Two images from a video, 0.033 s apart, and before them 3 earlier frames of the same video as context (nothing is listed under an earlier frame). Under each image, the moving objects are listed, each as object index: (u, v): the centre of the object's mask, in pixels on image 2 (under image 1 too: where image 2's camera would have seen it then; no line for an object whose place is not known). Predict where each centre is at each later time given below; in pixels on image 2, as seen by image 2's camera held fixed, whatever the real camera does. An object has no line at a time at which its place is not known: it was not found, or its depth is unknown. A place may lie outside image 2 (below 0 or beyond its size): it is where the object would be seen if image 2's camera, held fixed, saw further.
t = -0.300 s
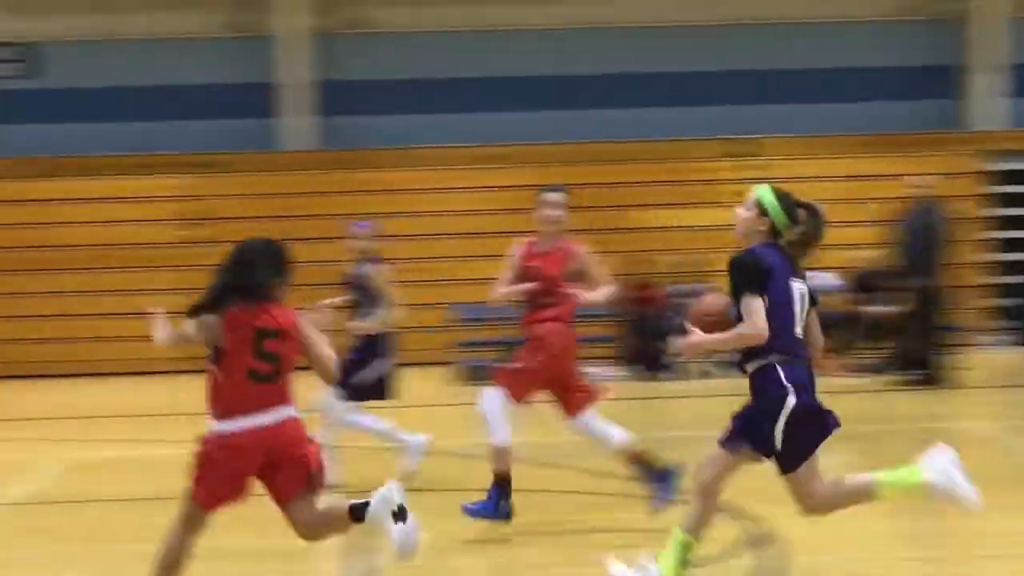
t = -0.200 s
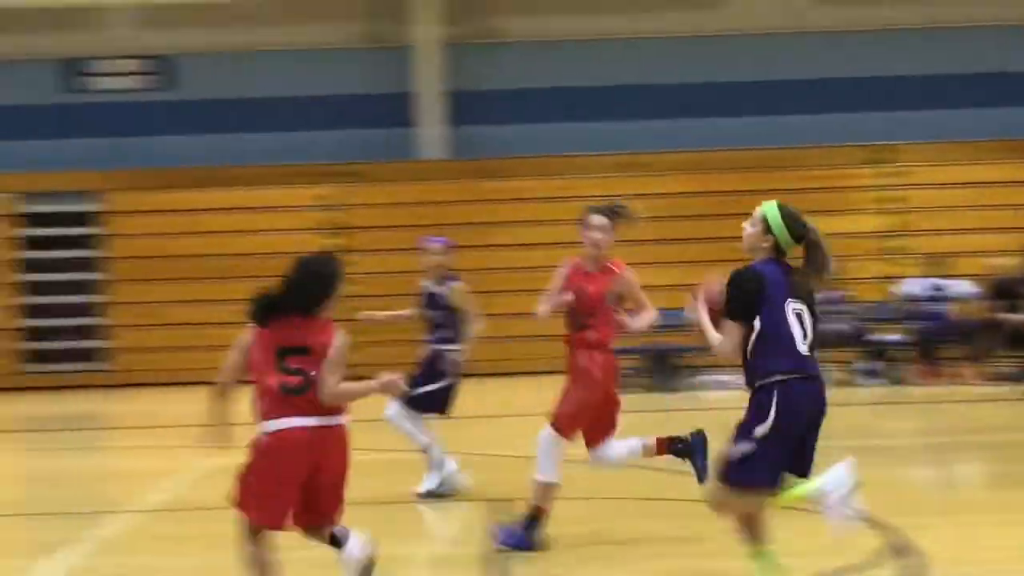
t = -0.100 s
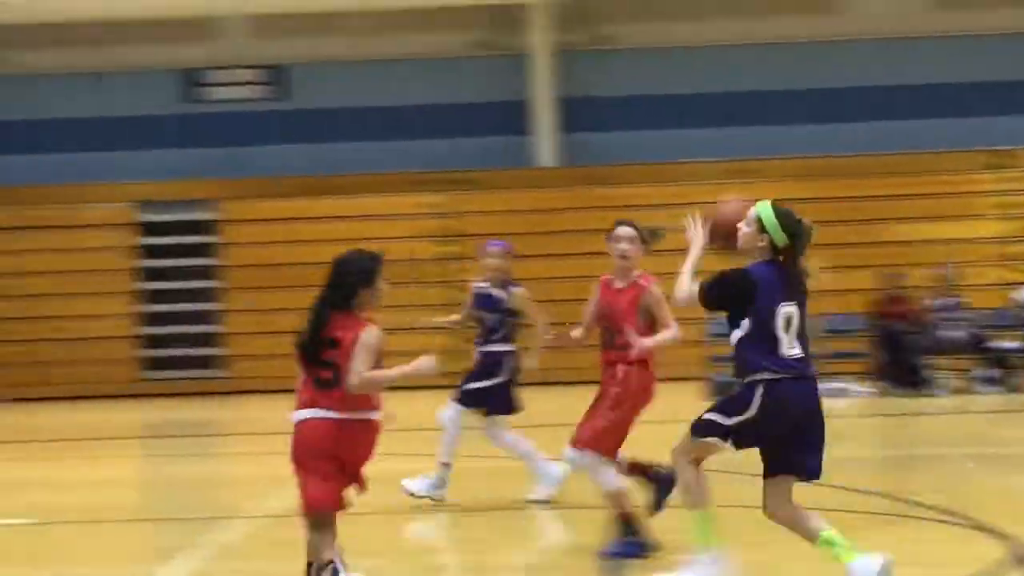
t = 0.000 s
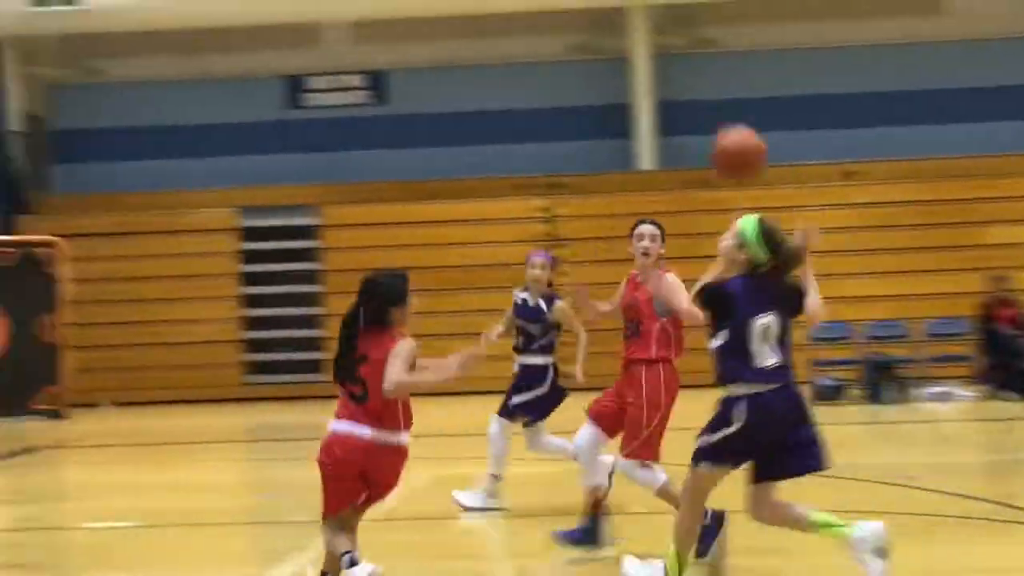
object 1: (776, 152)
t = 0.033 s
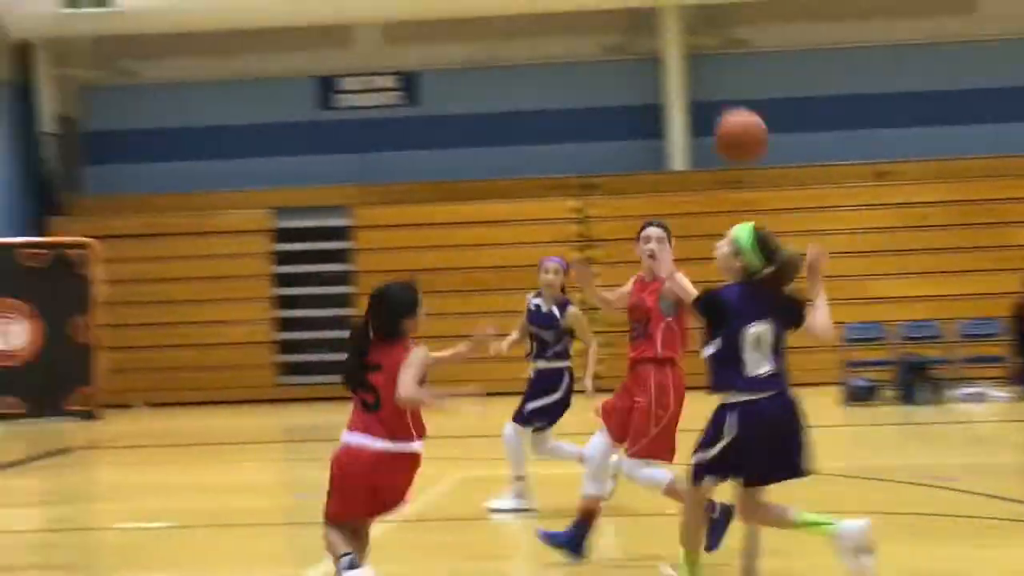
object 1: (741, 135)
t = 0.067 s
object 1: (711, 121)
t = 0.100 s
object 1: (682, 111)
